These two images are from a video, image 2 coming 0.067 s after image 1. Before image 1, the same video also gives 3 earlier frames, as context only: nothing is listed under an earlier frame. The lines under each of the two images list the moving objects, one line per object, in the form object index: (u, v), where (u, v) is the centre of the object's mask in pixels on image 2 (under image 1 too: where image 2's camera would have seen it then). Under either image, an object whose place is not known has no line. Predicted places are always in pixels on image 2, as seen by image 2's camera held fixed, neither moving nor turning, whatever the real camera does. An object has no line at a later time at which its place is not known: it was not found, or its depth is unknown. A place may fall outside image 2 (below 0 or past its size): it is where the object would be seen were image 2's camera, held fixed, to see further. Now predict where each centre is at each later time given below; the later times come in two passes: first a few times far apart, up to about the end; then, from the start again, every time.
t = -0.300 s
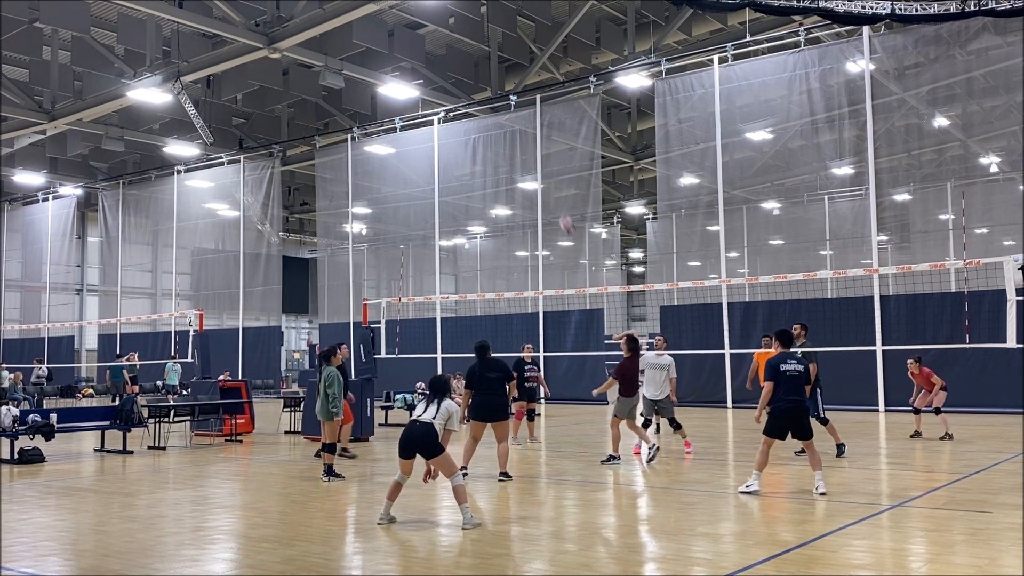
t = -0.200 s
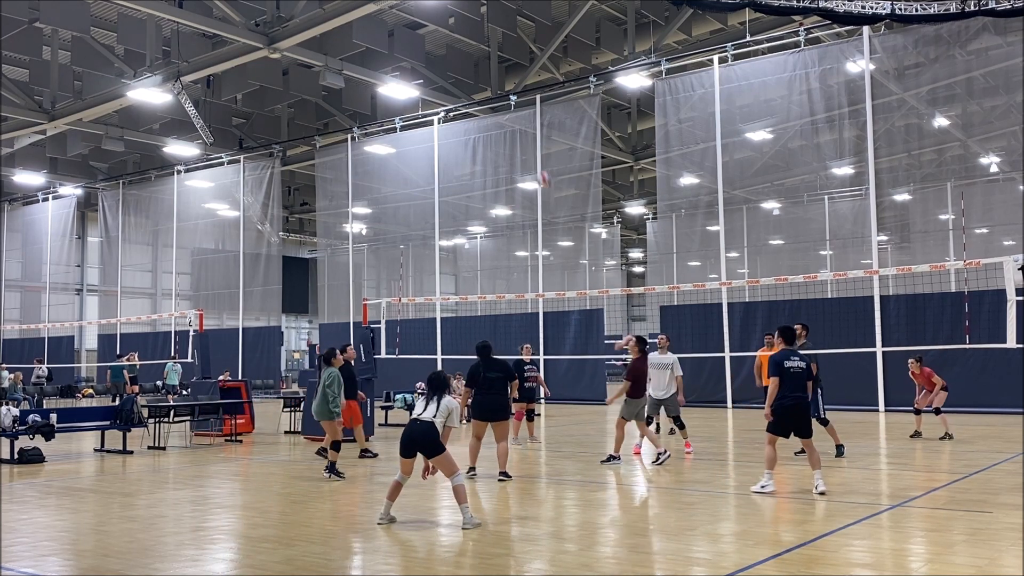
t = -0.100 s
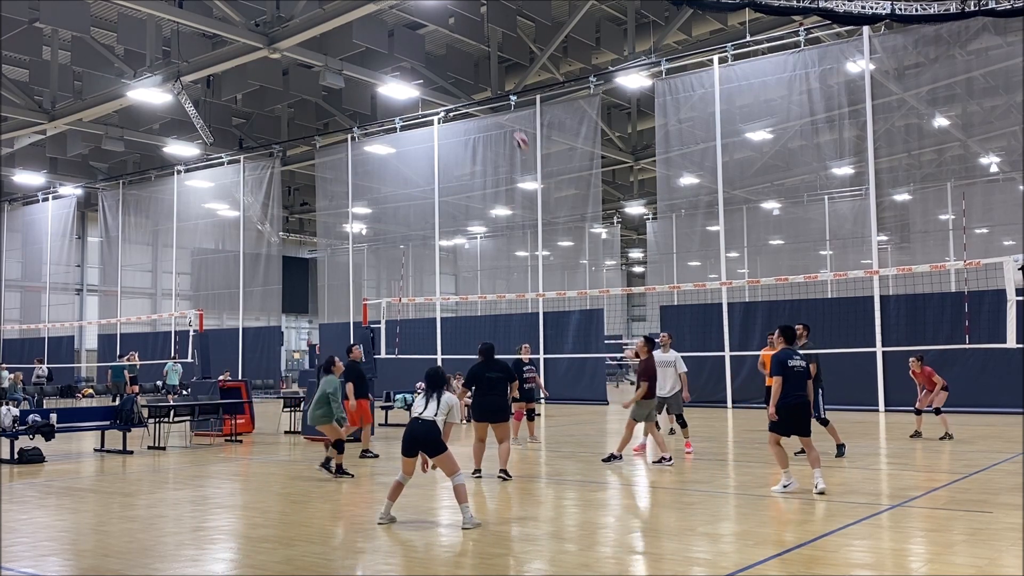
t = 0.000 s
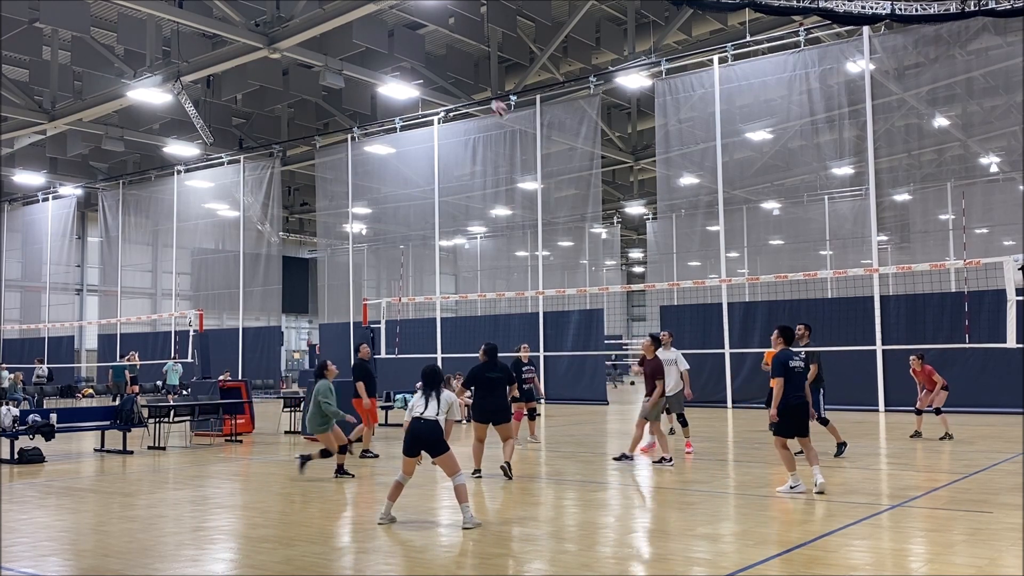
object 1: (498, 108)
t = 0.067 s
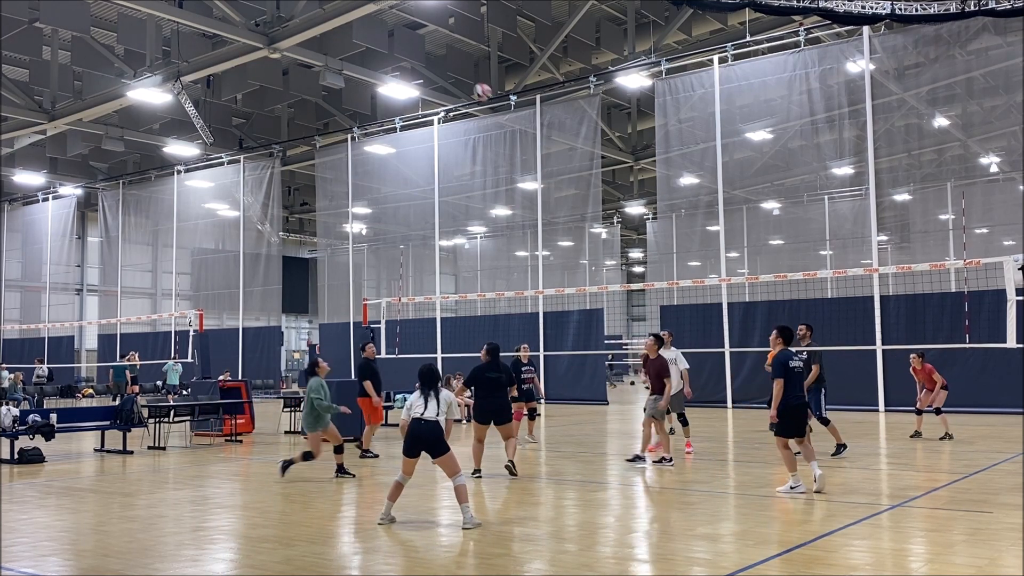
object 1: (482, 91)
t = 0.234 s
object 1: (443, 63)
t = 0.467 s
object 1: (387, 59)
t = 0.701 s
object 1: (329, 99)
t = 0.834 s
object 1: (295, 142)
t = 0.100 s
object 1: (475, 84)
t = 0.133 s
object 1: (467, 78)
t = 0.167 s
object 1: (459, 72)
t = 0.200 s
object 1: (451, 67)
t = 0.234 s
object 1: (443, 63)
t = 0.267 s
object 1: (435, 60)
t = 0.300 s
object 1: (428, 58)
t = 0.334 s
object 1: (419, 56)
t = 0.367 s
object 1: (411, 55)
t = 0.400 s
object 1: (403, 55)
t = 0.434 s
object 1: (395, 57)
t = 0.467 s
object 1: (387, 59)
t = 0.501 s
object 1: (379, 61)
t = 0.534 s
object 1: (371, 65)
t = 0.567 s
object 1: (362, 69)
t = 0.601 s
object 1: (354, 76)
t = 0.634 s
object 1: (346, 82)
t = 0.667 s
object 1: (337, 90)
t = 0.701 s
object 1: (329, 99)
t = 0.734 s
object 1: (321, 108)
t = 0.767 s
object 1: (312, 119)
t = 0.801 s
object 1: (304, 130)
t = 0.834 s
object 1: (295, 142)
